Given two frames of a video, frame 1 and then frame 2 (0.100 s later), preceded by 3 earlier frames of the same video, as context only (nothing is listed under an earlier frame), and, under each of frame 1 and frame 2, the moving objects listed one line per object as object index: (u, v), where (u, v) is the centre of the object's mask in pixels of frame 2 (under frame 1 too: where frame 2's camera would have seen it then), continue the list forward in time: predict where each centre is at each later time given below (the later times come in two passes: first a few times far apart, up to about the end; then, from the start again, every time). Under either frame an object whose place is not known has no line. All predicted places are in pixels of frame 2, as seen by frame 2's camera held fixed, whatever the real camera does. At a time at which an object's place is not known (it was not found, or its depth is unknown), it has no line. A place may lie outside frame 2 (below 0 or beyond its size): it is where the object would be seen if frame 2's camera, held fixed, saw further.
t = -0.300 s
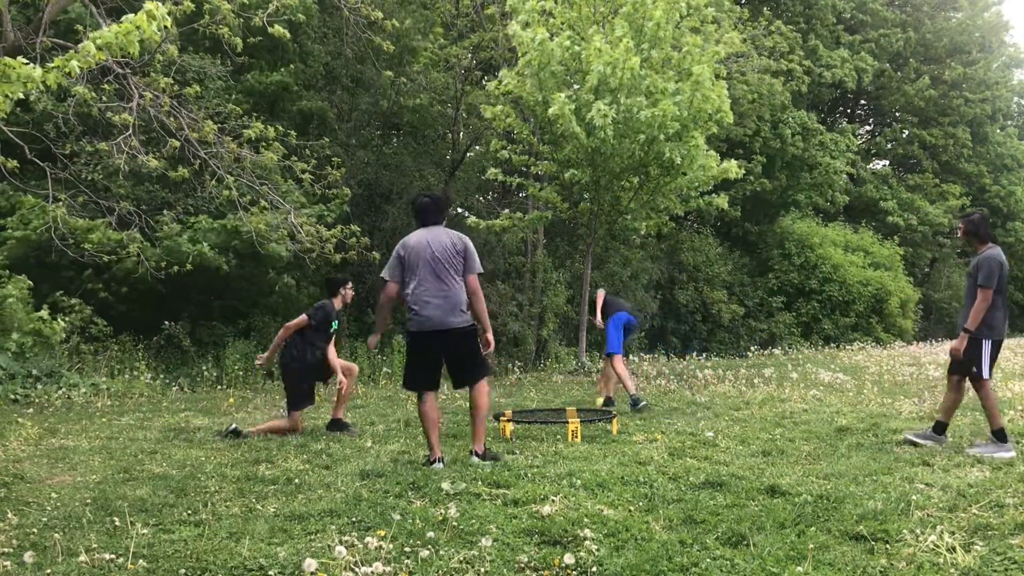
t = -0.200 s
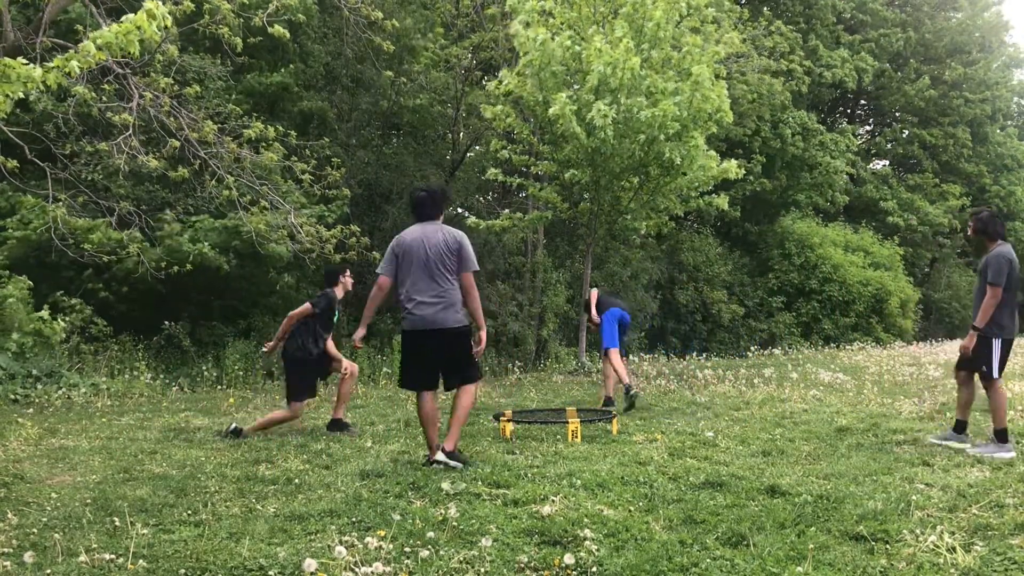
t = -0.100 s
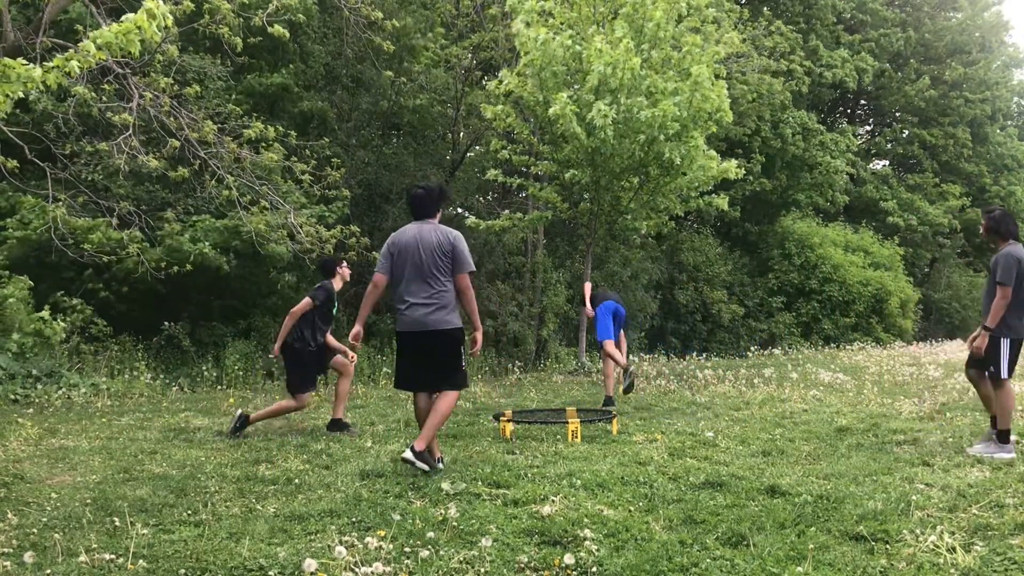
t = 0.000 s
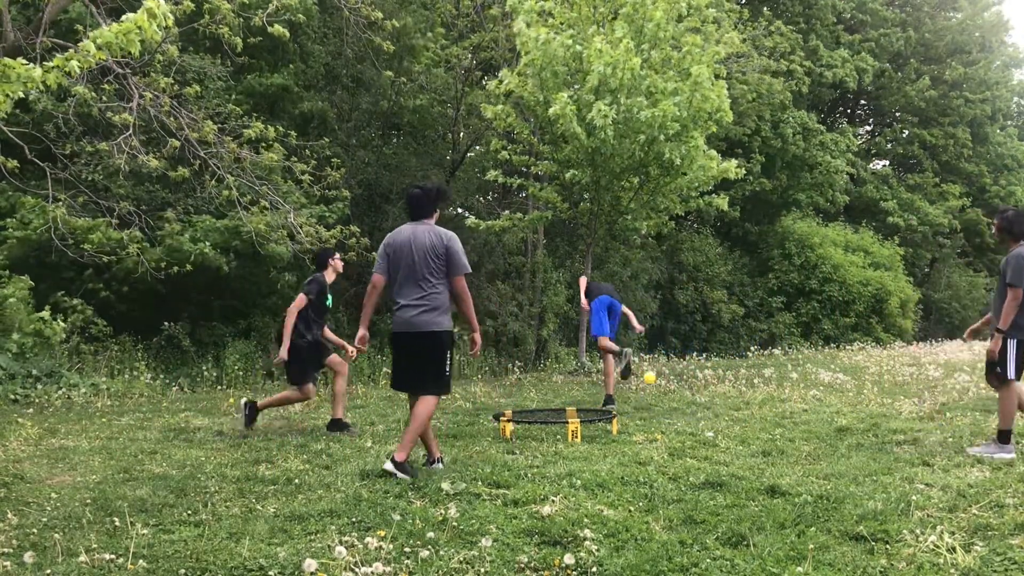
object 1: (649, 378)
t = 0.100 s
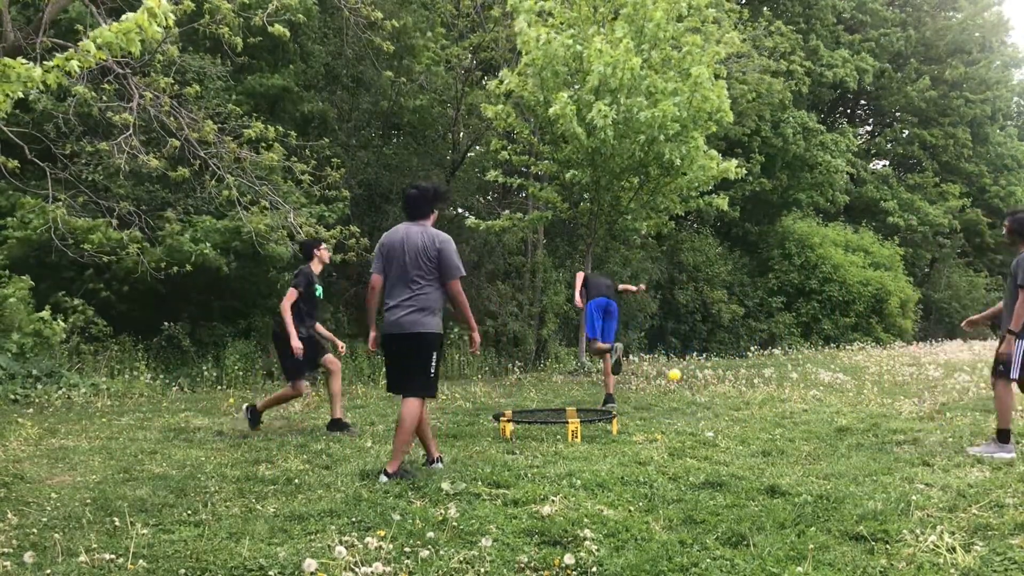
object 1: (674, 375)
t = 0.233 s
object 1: (709, 389)
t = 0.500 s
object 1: (759, 409)
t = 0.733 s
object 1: (781, 428)
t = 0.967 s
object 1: (800, 431)
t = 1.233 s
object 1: (813, 437)
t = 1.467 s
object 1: (822, 439)
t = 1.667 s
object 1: (822, 440)
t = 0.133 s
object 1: (683, 377)
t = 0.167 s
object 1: (691, 379)
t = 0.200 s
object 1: (700, 385)
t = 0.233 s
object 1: (709, 389)
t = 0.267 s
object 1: (719, 396)
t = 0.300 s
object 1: (727, 405)
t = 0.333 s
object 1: (736, 415)
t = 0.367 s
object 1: (745, 423)
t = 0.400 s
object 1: (749, 420)
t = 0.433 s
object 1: (751, 416)
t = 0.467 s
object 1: (756, 411)
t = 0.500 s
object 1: (759, 409)
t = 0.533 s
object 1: (760, 408)
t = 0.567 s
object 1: (765, 409)
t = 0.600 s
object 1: (767, 409)
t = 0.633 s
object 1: (771, 412)
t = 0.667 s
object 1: (775, 416)
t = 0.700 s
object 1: (778, 423)
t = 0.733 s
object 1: (781, 428)
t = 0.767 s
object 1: (784, 429)
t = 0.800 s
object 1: (786, 429)
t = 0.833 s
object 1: (790, 428)
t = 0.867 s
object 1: (792, 428)
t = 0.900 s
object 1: (794, 428)
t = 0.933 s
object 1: (797, 430)
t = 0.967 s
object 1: (800, 431)
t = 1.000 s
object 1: (801, 432)
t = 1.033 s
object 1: (803, 433)
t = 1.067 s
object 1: (805, 432)
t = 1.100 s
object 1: (806, 433)
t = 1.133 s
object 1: (808, 433)
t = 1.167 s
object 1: (810, 435)
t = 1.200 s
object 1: (811, 436)
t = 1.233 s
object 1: (813, 437)
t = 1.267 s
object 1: (814, 437)
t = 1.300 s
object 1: (815, 438)
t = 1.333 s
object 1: (818, 439)
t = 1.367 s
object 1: (819, 440)
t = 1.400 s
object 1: (820, 439)
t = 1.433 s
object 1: (820, 439)
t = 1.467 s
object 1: (822, 439)
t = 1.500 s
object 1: (822, 439)
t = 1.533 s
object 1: (822, 439)
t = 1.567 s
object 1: (822, 439)
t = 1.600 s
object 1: (823, 439)
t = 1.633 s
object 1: (822, 439)
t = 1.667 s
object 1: (822, 440)
